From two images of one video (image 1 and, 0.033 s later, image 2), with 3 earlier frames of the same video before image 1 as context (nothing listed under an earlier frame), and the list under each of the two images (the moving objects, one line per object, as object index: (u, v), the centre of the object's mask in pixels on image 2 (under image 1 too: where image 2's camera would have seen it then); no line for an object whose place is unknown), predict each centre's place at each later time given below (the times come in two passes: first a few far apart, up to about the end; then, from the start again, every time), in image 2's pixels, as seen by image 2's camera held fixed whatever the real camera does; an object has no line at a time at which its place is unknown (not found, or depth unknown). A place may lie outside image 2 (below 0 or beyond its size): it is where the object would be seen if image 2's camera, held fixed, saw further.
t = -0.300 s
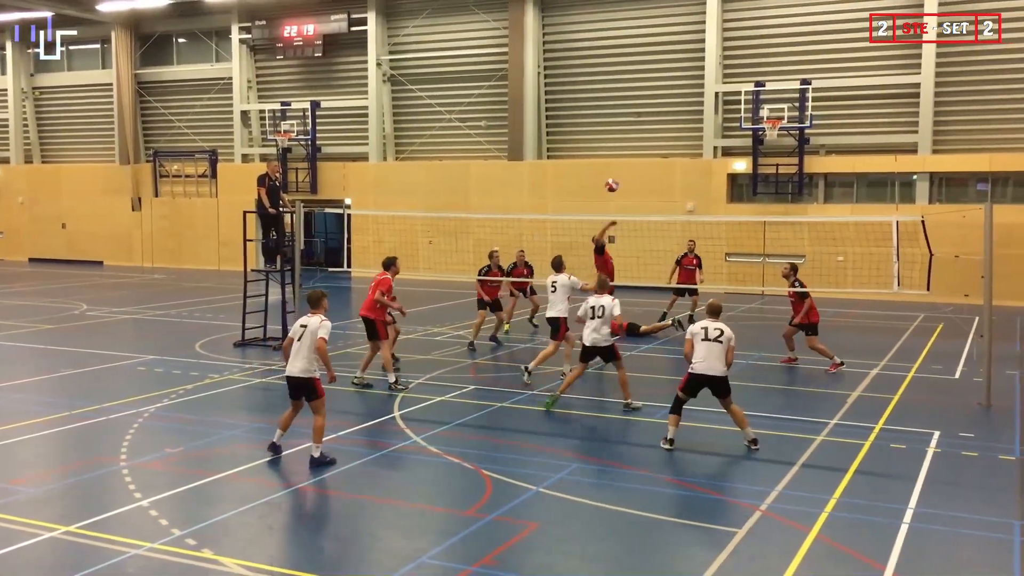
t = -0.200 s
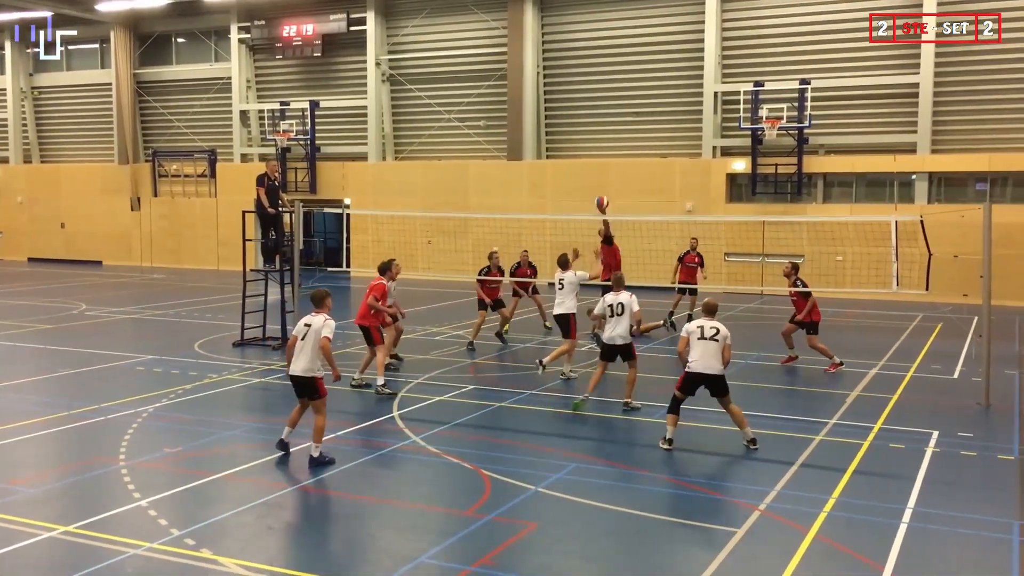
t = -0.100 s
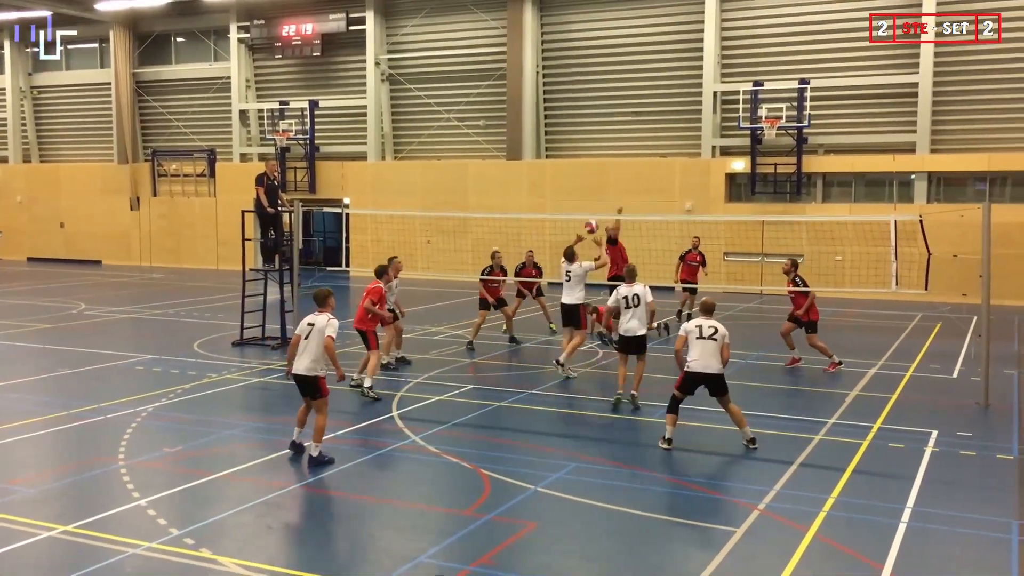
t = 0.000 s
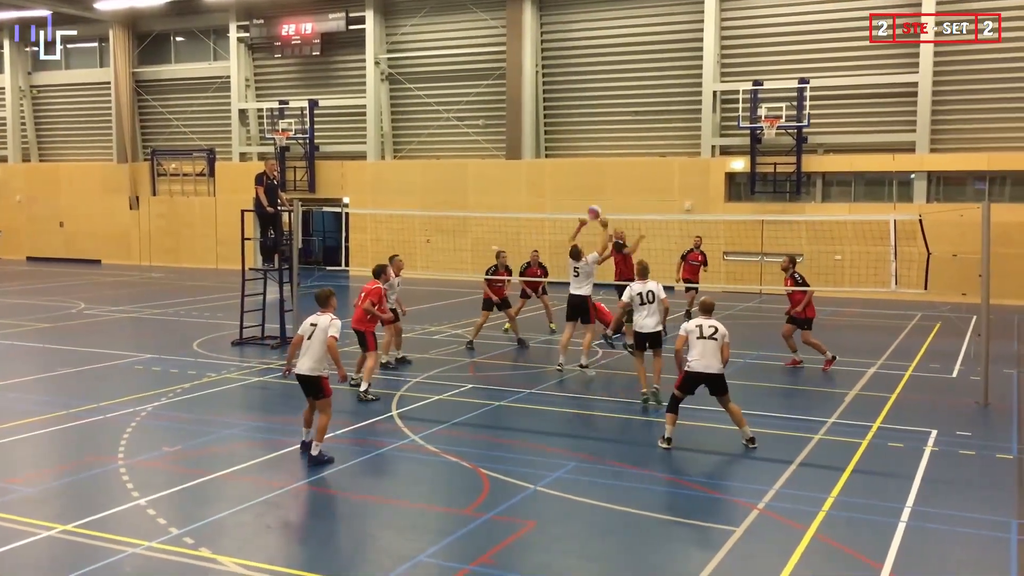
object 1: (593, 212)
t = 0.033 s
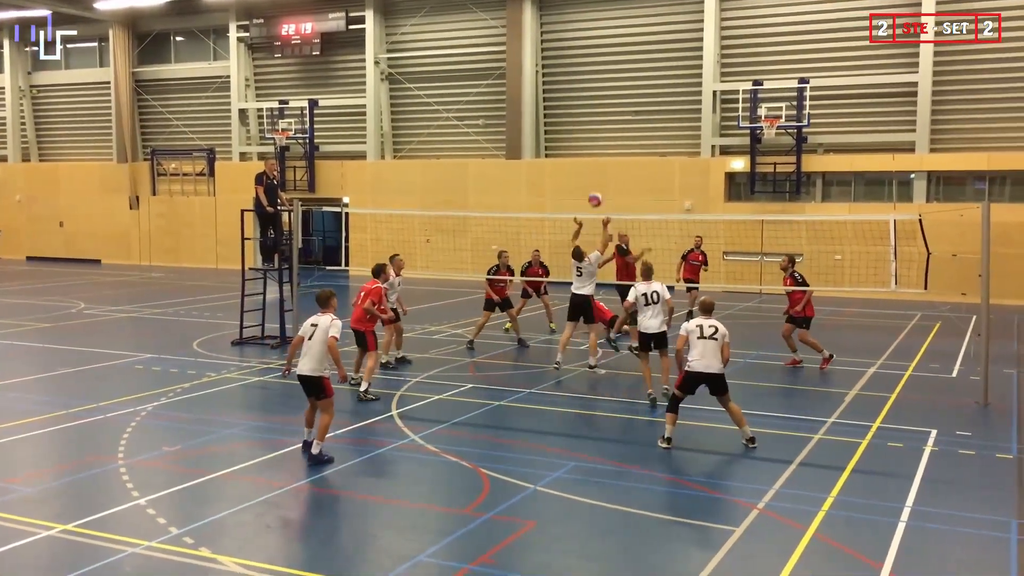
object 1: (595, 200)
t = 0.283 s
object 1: (602, 129)
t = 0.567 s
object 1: (608, 100)
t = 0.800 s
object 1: (614, 117)
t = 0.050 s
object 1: (595, 193)
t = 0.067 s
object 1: (595, 188)
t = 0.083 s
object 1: (596, 182)
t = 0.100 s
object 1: (596, 177)
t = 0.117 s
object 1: (597, 172)
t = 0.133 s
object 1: (597, 167)
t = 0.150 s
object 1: (598, 161)
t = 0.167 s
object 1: (599, 157)
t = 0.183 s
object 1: (599, 152)
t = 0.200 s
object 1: (600, 148)
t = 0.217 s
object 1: (600, 143)
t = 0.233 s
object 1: (601, 140)
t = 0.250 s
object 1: (601, 135)
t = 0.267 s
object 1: (602, 132)
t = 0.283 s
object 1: (602, 129)
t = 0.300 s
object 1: (602, 125)
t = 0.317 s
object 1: (603, 123)
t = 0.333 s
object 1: (604, 119)
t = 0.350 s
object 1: (604, 117)
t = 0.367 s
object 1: (604, 115)
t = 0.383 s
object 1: (604, 112)
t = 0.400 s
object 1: (605, 110)
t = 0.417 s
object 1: (606, 108)
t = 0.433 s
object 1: (606, 107)
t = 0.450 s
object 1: (606, 105)
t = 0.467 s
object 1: (607, 104)
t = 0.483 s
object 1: (607, 102)
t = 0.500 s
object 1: (607, 101)
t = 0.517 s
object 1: (607, 101)
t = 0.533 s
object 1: (607, 100)
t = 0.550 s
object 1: (607, 100)
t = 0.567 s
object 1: (608, 100)
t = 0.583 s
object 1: (609, 100)
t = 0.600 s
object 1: (609, 100)
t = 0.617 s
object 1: (610, 101)
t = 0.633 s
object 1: (610, 101)
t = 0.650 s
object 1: (610, 101)
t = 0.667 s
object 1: (610, 102)
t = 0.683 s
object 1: (611, 104)
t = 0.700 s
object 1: (611, 105)
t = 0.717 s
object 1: (612, 106)
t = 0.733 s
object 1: (612, 108)
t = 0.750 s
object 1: (613, 110)
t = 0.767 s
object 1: (613, 112)
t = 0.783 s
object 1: (613, 115)
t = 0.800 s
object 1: (614, 117)
